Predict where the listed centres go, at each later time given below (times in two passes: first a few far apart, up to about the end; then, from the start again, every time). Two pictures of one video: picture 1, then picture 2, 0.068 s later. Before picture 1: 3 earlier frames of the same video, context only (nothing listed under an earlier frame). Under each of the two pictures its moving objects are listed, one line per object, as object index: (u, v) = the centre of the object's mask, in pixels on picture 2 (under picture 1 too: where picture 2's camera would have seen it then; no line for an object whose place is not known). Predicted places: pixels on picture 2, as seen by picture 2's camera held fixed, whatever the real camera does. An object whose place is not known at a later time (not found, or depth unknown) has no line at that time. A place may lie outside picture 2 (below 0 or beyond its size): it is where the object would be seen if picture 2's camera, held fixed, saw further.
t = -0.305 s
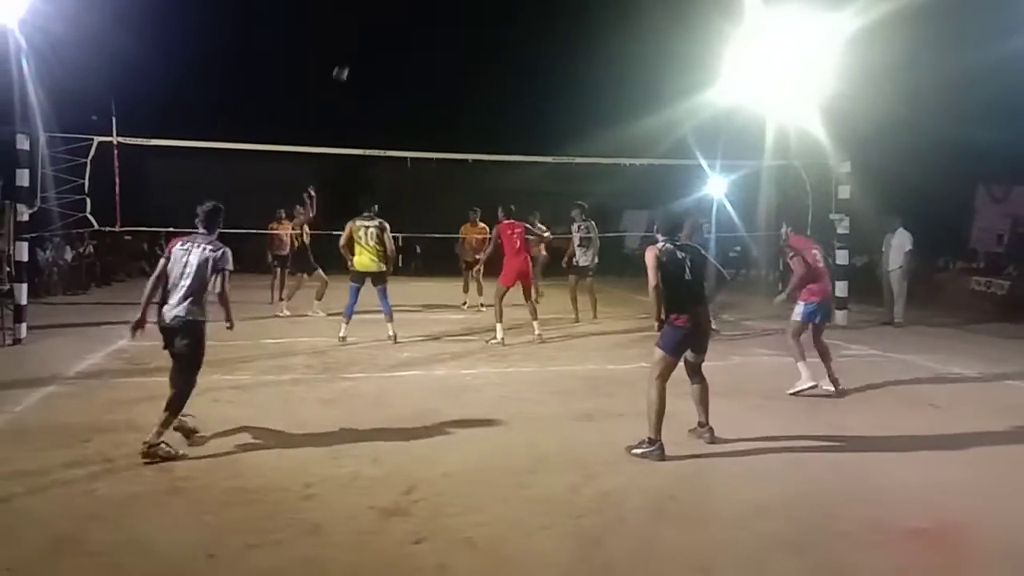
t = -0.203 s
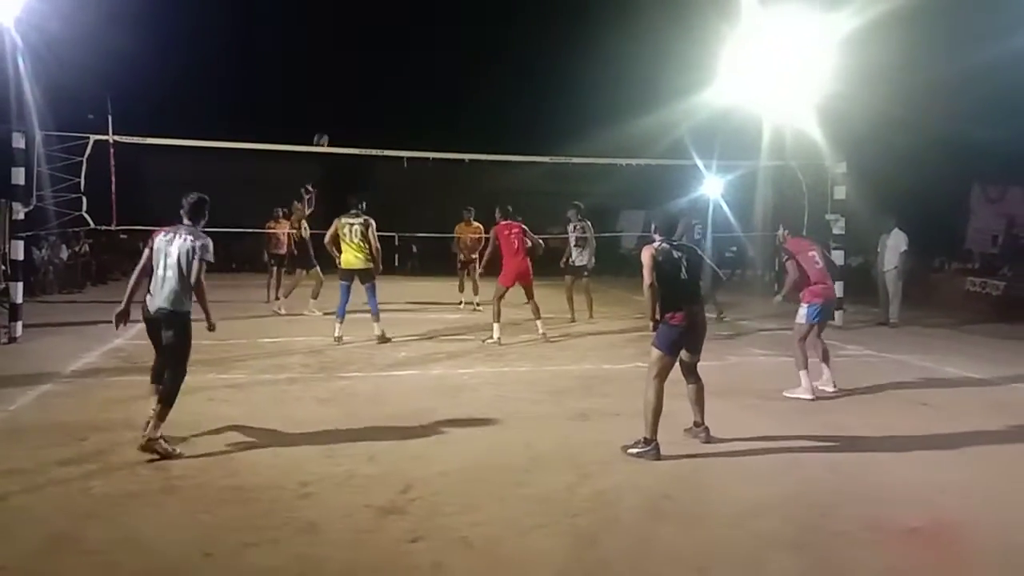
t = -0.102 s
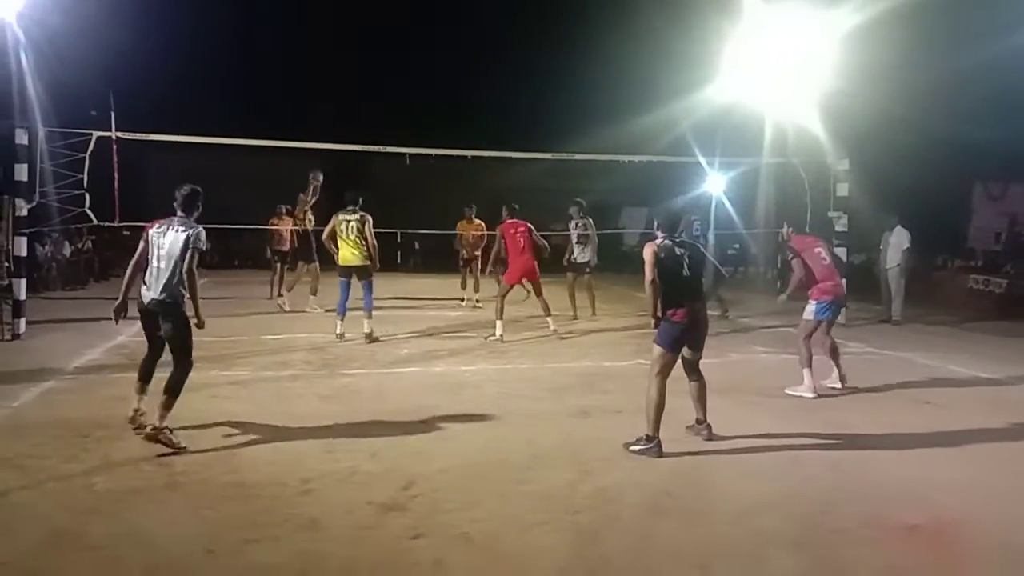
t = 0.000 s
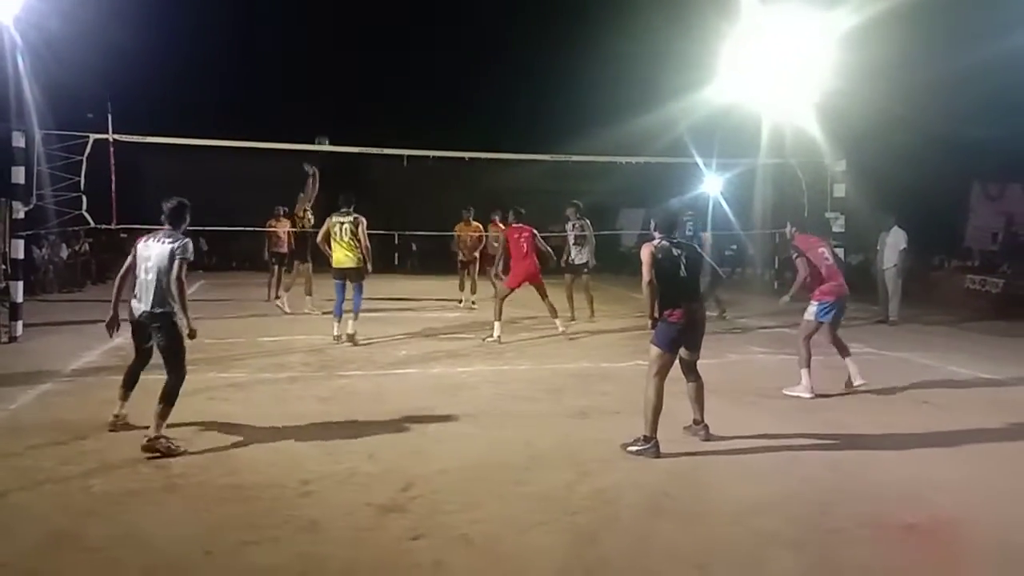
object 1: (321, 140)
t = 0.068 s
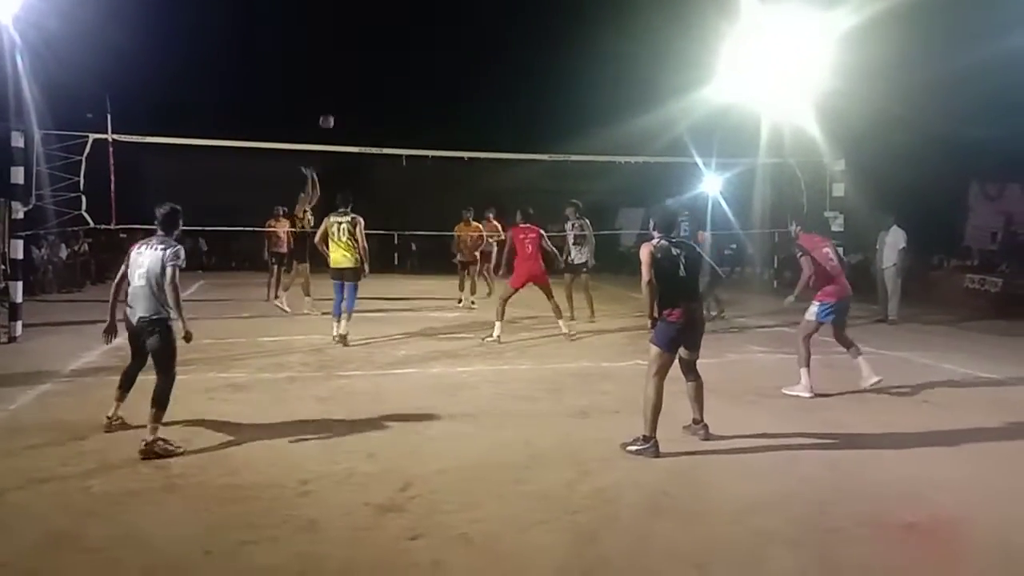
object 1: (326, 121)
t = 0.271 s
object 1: (344, 73)
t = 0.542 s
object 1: (366, 49)
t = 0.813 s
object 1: (388, 73)
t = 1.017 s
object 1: (405, 122)
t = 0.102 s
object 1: (329, 112)
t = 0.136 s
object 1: (332, 102)
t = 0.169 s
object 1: (335, 94)
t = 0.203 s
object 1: (338, 86)
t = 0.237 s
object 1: (341, 79)
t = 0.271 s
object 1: (344, 73)
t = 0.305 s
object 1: (346, 67)
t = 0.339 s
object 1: (350, 63)
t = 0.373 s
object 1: (352, 58)
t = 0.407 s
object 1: (355, 55)
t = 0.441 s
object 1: (357, 52)
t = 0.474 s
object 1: (360, 51)
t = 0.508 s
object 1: (363, 50)
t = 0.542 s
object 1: (366, 49)
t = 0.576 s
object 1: (369, 49)
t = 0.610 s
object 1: (371, 50)
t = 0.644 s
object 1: (374, 52)
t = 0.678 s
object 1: (377, 55)
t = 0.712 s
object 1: (380, 58)
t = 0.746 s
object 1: (383, 63)
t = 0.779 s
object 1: (386, 67)
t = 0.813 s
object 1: (388, 73)
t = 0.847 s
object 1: (391, 79)
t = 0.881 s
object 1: (394, 87)
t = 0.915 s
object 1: (397, 95)
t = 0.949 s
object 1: (399, 103)
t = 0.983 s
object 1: (402, 112)
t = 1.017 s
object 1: (405, 122)
